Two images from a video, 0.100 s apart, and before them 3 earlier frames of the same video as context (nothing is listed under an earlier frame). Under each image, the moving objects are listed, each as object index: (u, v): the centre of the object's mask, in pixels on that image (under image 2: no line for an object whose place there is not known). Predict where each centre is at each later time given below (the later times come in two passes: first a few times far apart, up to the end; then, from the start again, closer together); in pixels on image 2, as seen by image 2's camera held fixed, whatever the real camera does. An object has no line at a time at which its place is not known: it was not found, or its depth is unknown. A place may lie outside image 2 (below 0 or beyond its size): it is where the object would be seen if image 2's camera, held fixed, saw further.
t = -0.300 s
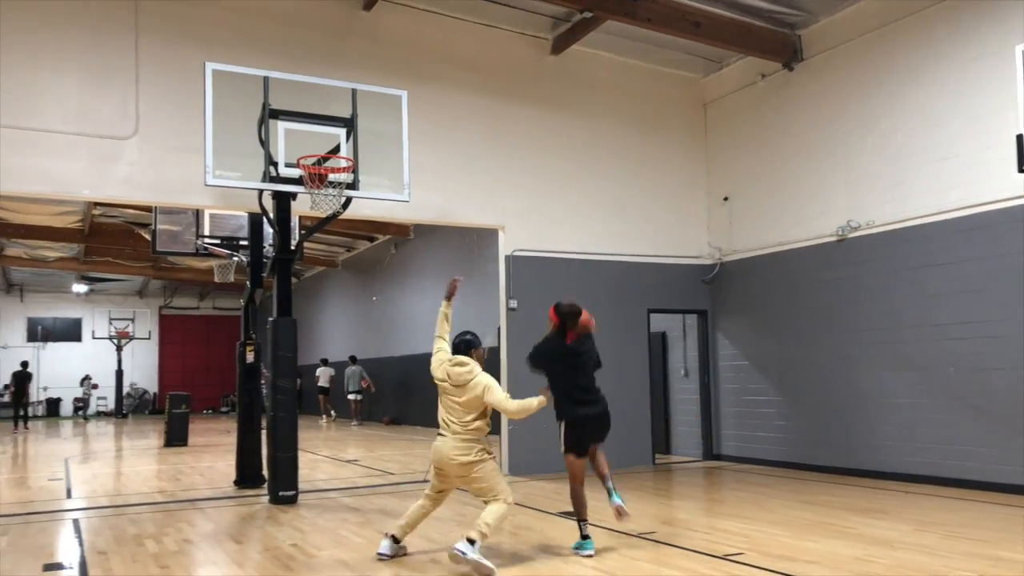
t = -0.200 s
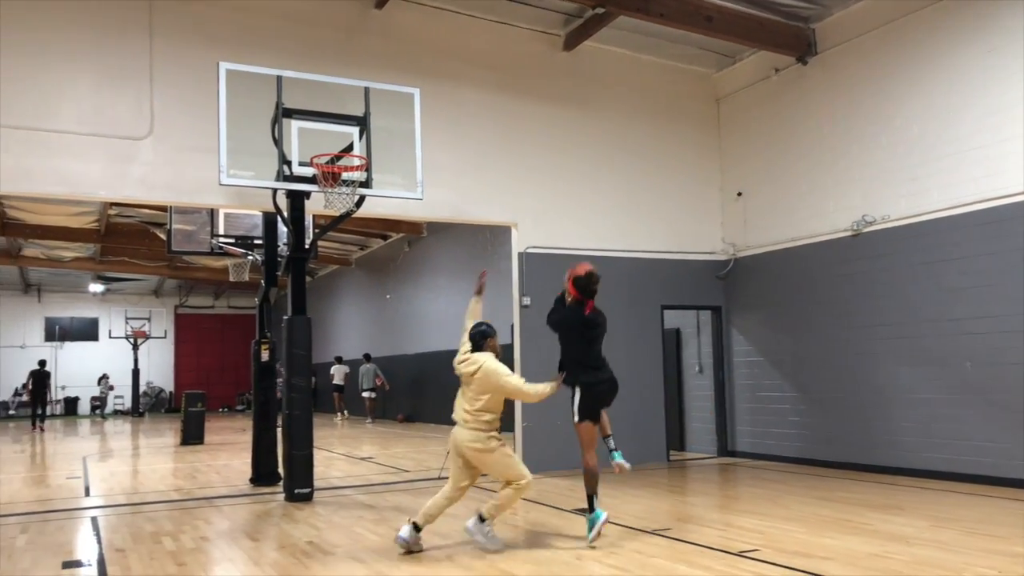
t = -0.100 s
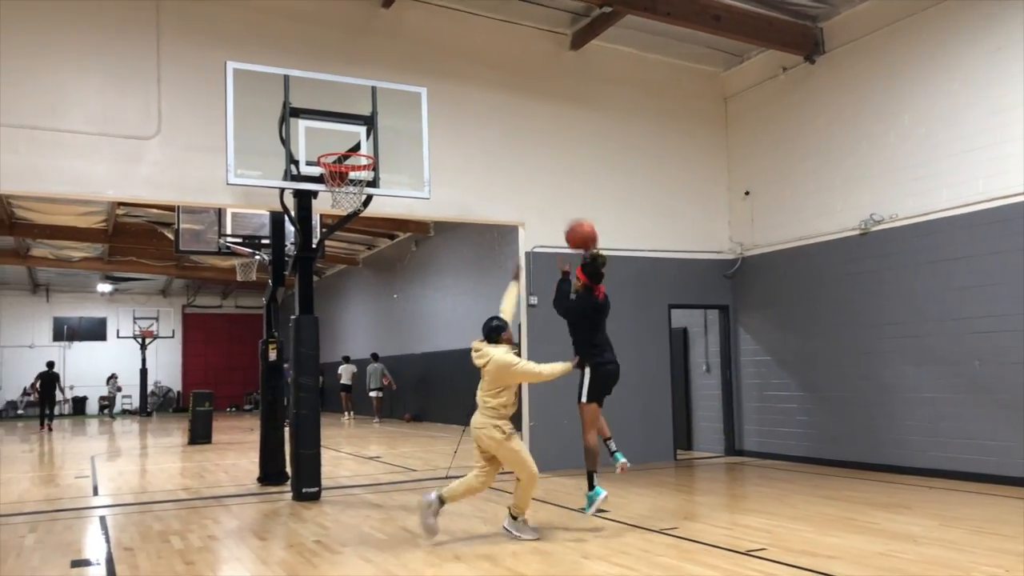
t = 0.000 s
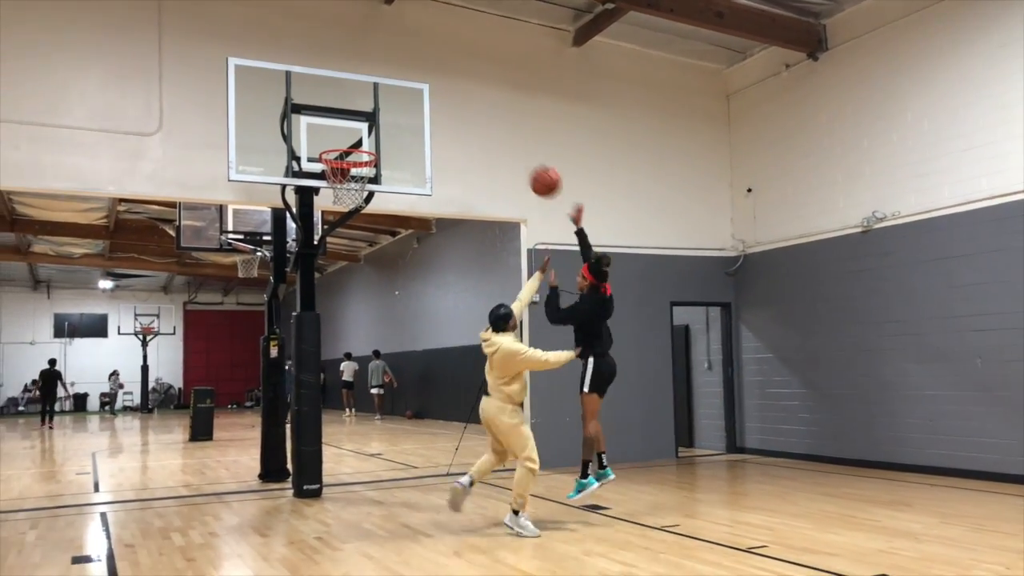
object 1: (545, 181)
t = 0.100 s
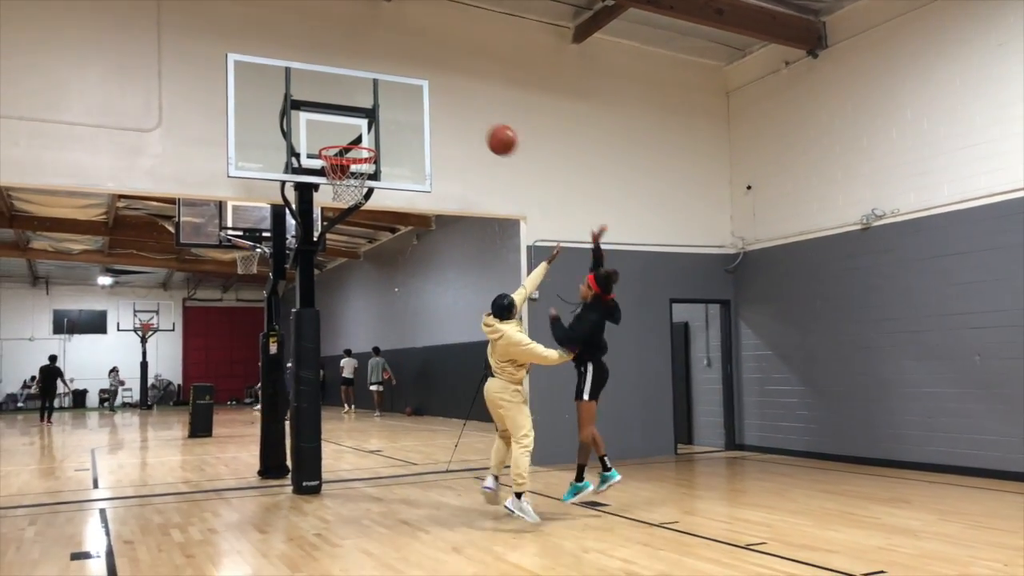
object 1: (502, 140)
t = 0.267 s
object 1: (435, 106)
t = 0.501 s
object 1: (349, 114)
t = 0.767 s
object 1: (283, 179)
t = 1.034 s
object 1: (258, 298)
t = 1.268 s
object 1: (232, 508)
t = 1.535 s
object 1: (217, 395)
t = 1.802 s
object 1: (200, 331)
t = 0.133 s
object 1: (487, 130)
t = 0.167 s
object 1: (474, 122)
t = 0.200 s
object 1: (461, 115)
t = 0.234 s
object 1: (448, 110)
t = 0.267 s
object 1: (435, 106)
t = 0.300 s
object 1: (422, 104)
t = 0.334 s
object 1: (409, 102)
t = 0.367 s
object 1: (397, 102)
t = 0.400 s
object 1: (385, 103)
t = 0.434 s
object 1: (373, 106)
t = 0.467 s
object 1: (362, 109)
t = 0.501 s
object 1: (349, 114)
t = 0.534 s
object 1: (337, 121)
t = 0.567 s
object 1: (326, 128)
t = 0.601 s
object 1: (315, 136)
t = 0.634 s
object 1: (304, 146)
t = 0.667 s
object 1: (293, 159)
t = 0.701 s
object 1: (288, 166)
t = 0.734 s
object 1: (286, 171)
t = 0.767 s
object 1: (283, 179)
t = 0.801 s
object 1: (280, 189)
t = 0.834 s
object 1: (277, 199)
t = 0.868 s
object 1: (274, 212)
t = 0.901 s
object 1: (271, 226)
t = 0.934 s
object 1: (268, 241)
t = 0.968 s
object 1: (265, 258)
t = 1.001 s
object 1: (262, 276)
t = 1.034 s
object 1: (258, 298)
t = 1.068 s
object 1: (254, 322)
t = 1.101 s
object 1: (249, 344)
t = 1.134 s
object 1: (246, 371)
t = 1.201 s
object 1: (240, 436)
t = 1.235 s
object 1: (235, 471)
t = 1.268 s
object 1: (232, 508)
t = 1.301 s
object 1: (228, 529)
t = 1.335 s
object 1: (227, 507)
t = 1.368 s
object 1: (225, 486)
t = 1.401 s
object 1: (224, 466)
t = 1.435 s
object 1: (222, 447)
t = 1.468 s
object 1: (221, 428)
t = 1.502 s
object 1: (218, 410)
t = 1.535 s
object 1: (217, 395)
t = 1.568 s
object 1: (215, 382)
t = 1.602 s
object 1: (214, 370)
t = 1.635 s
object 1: (211, 360)
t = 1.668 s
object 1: (209, 350)
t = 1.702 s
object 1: (207, 342)
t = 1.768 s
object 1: (202, 333)
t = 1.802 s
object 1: (200, 331)
